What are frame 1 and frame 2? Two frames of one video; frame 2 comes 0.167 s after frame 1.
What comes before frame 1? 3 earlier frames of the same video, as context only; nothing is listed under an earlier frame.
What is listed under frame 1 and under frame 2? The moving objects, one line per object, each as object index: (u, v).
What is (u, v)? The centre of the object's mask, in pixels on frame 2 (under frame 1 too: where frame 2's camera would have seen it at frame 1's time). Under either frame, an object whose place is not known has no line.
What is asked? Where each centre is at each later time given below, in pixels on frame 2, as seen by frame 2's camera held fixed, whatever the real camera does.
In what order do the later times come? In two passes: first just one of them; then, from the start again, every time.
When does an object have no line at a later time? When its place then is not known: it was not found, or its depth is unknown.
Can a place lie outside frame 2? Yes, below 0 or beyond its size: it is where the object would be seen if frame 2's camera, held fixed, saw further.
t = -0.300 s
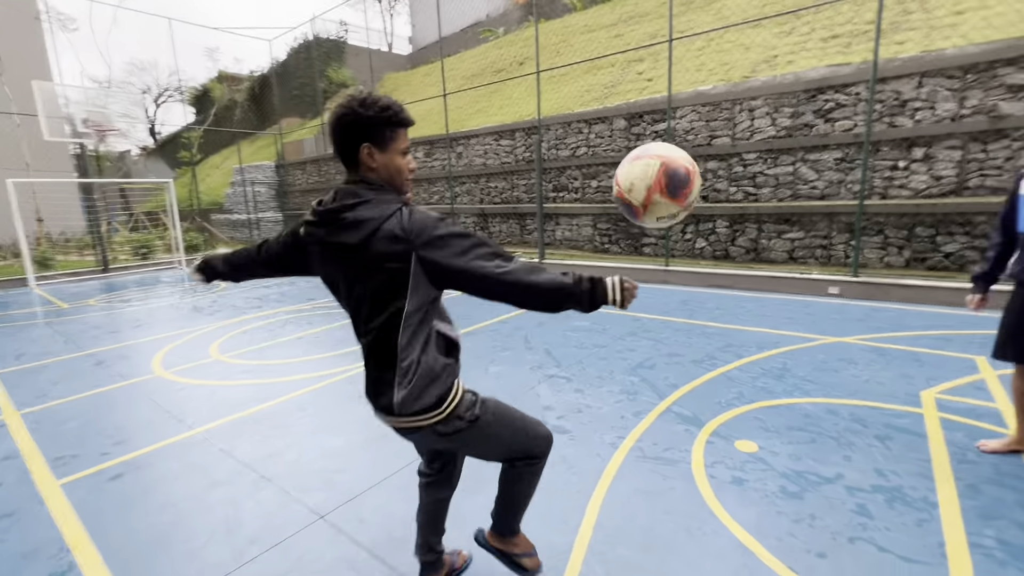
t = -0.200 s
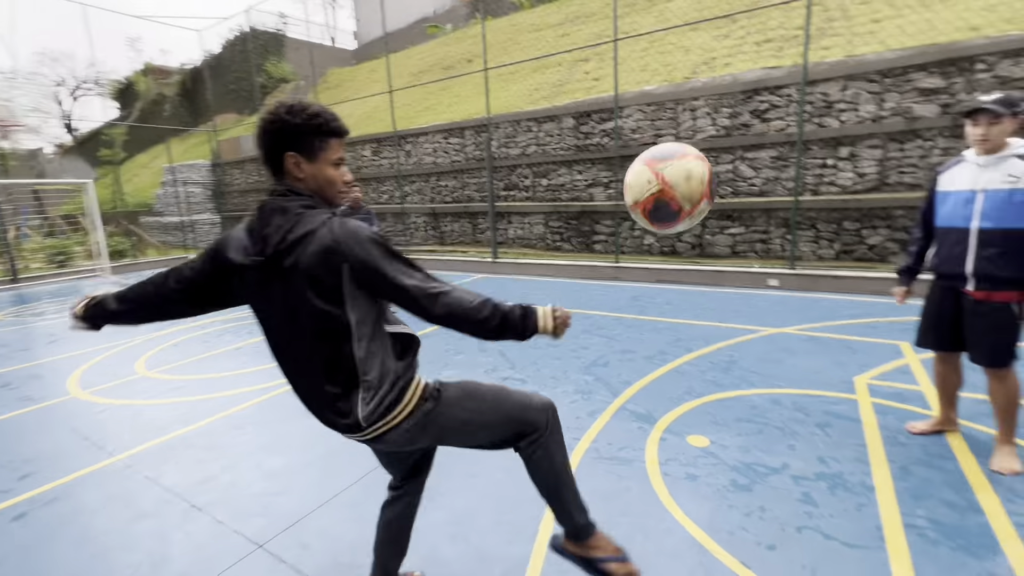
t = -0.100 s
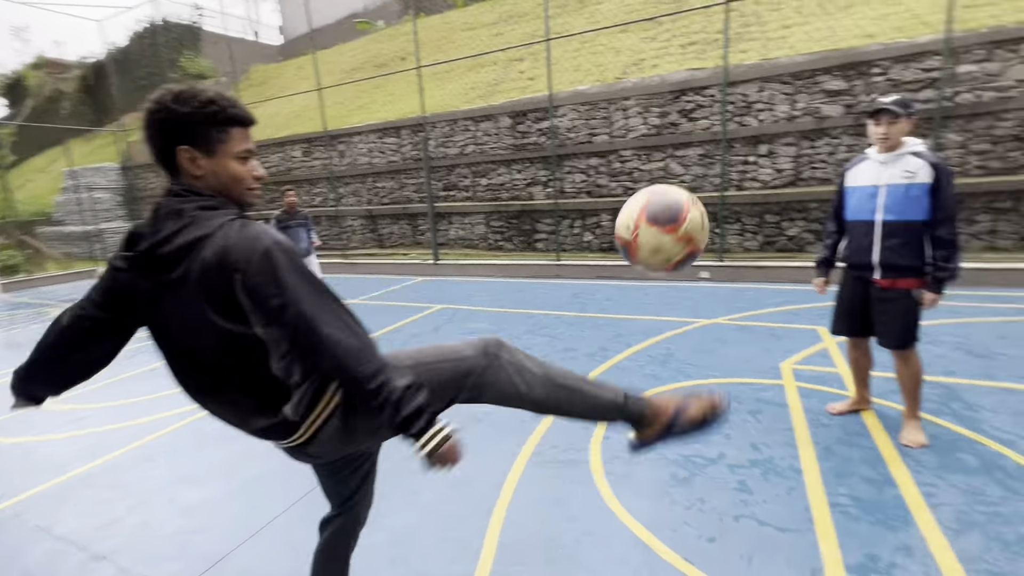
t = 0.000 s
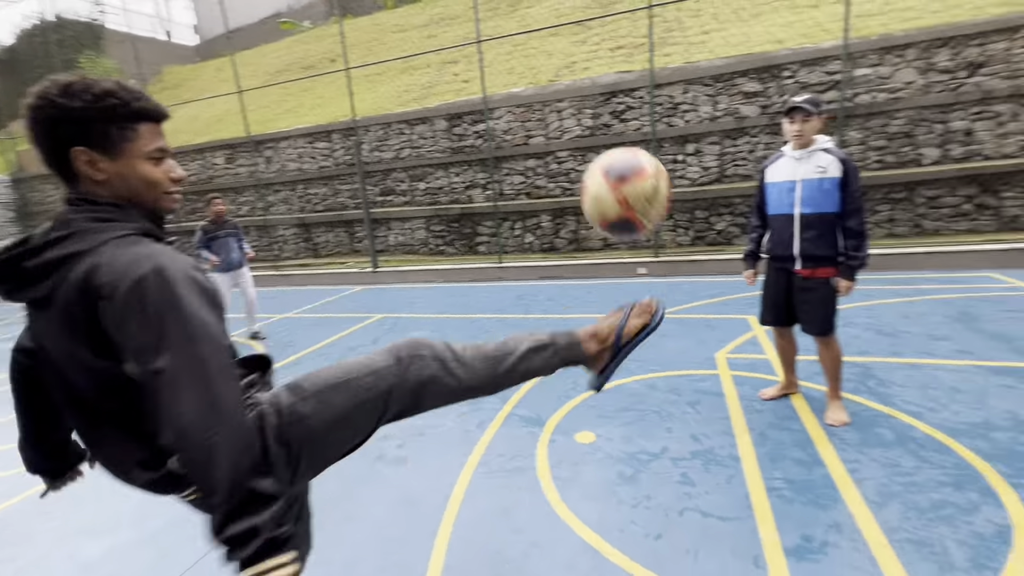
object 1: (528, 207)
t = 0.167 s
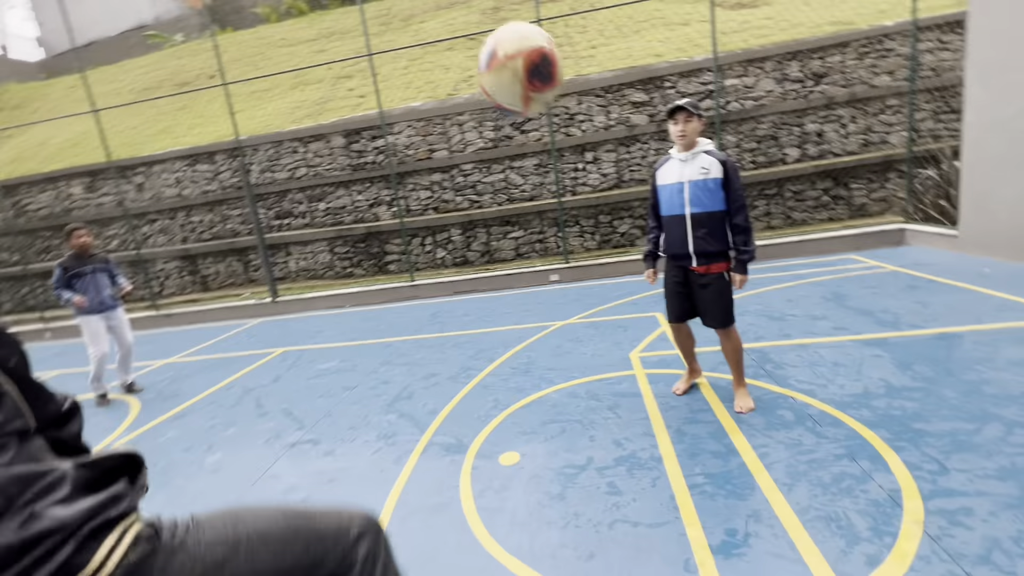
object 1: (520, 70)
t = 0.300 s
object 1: (524, 55)
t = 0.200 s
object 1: (520, 59)
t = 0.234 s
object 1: (520, 53)
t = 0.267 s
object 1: (521, 52)
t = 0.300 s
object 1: (524, 55)
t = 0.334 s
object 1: (527, 63)
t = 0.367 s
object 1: (531, 74)
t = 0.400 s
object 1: (536, 90)
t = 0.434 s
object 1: (541, 108)
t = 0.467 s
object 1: (547, 128)
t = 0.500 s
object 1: (552, 150)
